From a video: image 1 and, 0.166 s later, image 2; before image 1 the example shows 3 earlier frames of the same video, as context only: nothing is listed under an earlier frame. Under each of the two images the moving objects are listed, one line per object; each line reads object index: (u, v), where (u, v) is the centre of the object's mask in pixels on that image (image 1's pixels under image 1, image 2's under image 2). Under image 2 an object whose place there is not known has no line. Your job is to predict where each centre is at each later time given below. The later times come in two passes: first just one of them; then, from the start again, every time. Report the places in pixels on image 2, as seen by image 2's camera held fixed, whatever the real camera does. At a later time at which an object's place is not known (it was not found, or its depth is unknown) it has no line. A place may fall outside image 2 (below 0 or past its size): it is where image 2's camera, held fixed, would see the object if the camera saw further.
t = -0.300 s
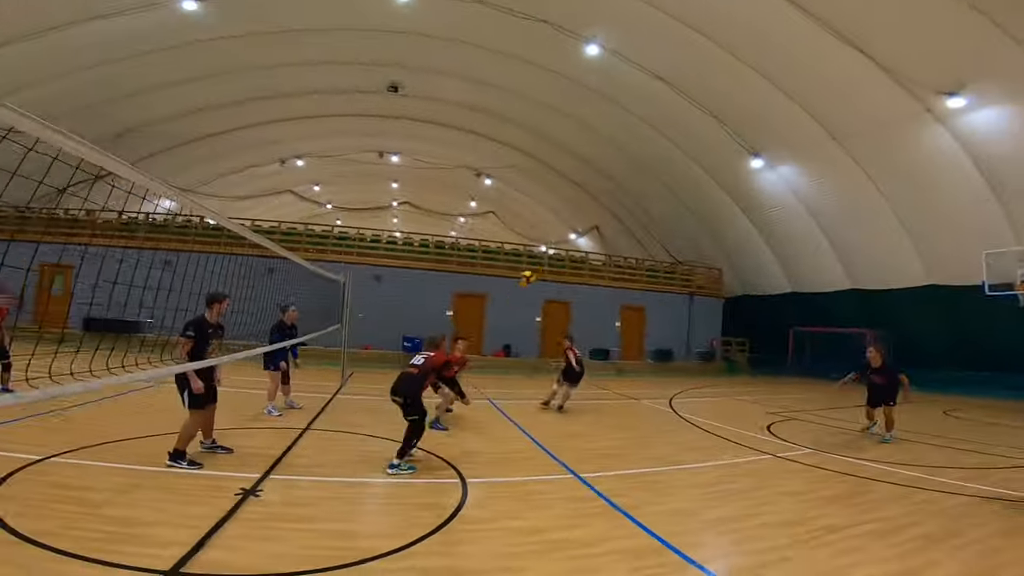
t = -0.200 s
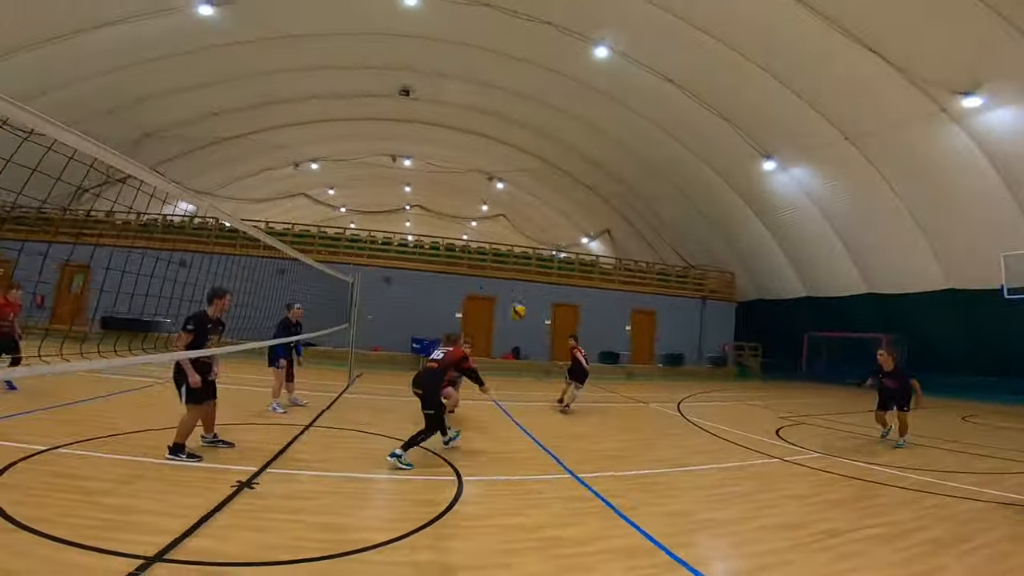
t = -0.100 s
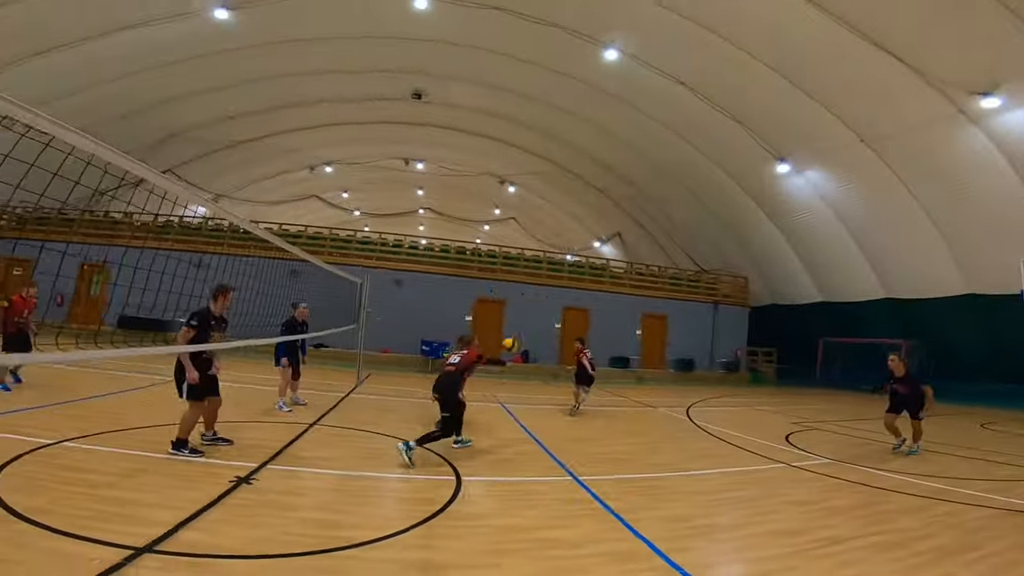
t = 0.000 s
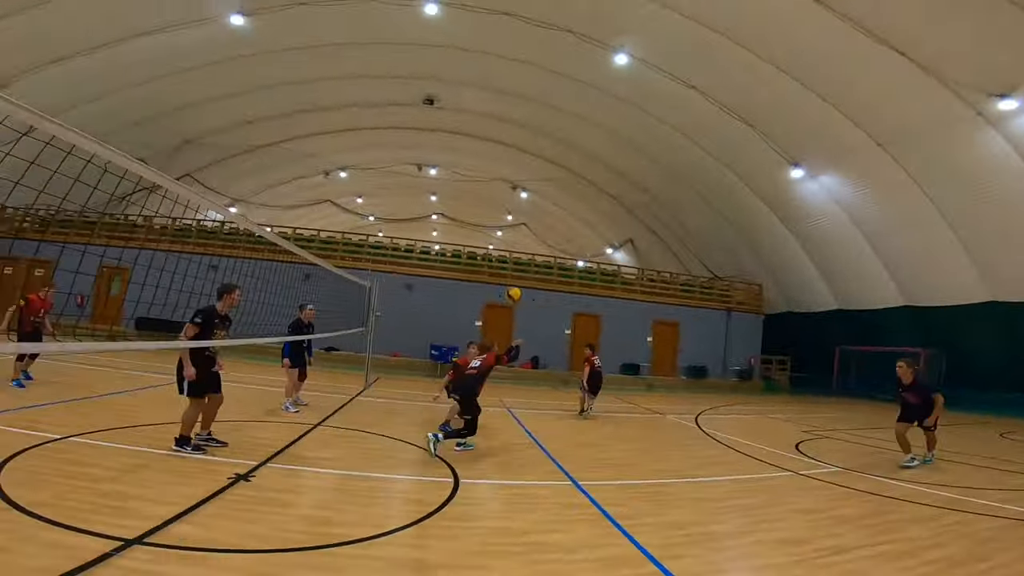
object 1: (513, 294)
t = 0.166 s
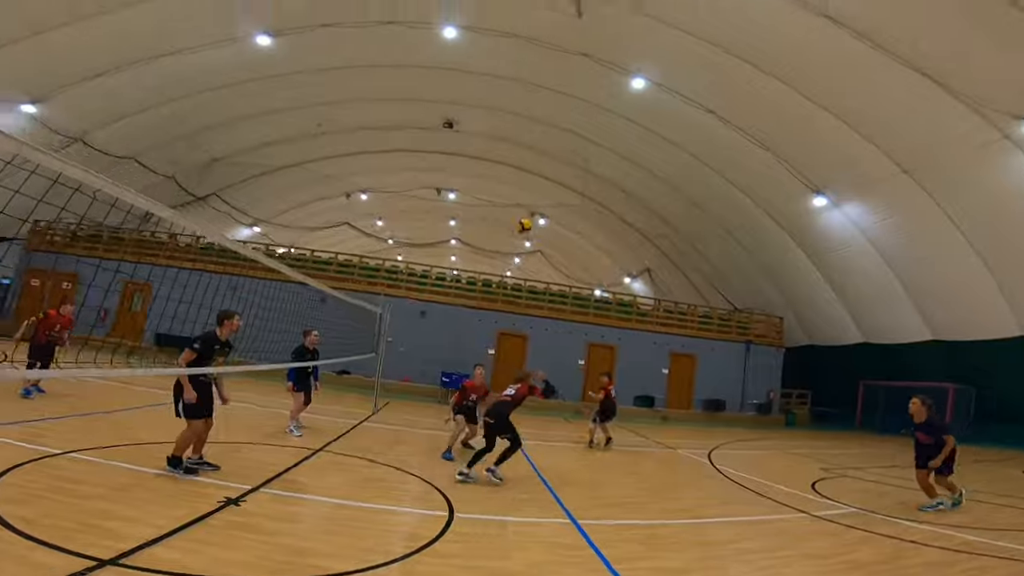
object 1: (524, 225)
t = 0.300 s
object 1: (521, 166)
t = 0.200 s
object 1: (525, 211)
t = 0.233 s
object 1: (524, 197)
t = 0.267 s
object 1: (521, 181)
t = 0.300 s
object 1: (521, 166)
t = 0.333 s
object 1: (522, 152)
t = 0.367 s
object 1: (521, 140)
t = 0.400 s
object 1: (521, 129)
